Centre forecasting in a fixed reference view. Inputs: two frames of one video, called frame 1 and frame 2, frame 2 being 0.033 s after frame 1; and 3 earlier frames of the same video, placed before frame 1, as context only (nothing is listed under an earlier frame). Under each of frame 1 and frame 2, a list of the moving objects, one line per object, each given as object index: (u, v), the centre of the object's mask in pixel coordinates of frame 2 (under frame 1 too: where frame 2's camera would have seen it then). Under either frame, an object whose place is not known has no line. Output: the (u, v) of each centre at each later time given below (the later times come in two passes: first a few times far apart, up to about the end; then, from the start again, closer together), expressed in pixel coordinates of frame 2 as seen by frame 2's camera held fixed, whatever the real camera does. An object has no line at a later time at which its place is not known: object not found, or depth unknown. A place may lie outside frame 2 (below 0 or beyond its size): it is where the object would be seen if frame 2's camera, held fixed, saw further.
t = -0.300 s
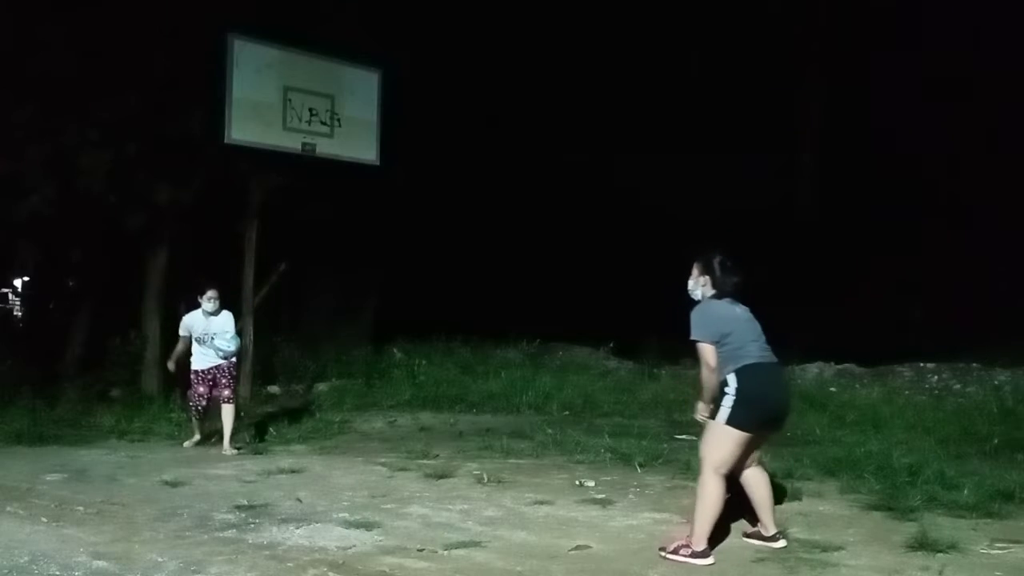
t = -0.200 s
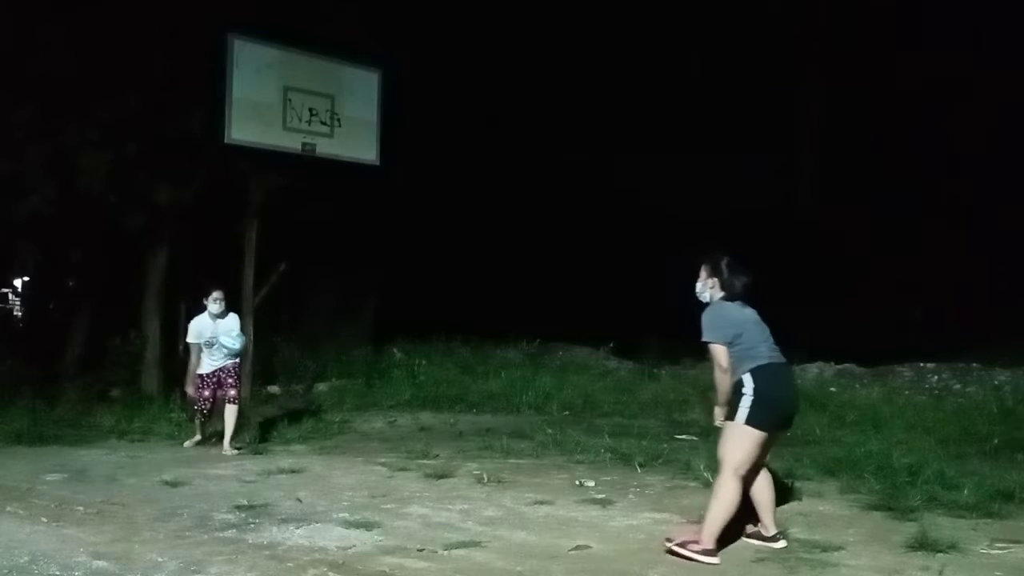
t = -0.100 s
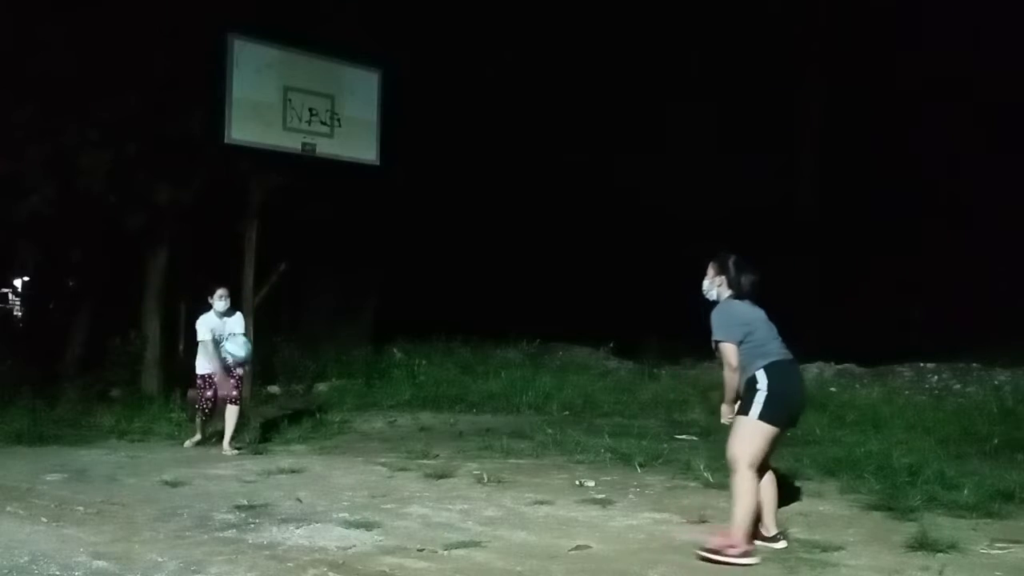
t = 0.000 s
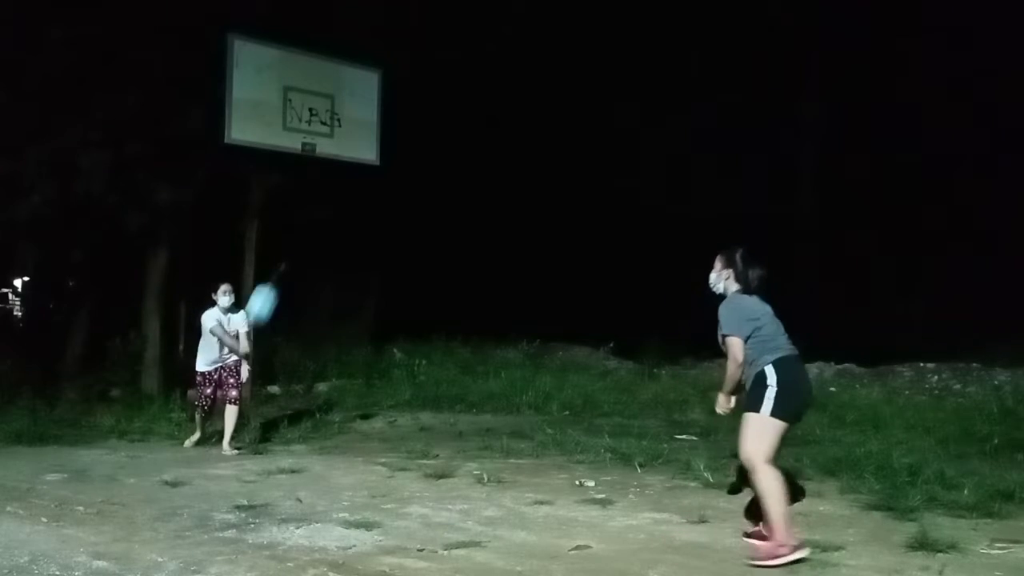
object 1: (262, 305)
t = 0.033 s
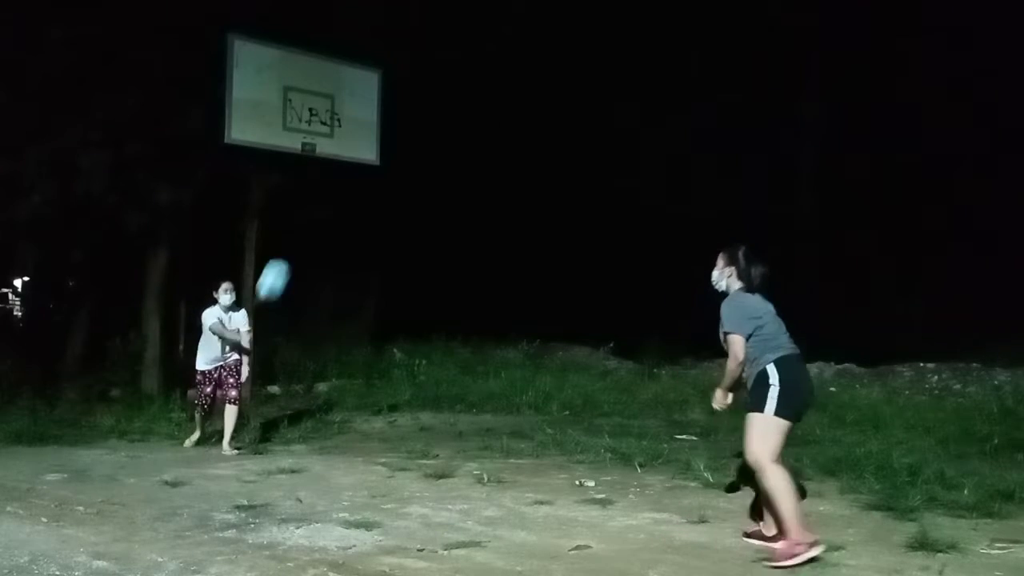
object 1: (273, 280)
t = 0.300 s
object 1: (370, 120)
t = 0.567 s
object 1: (475, 43)
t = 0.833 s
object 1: (593, 69)
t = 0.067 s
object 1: (285, 256)
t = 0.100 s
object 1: (297, 233)
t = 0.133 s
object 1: (309, 211)
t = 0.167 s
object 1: (321, 191)
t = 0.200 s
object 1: (333, 172)
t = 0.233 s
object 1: (345, 153)
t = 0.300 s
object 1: (370, 120)
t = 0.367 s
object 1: (396, 93)
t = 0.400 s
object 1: (408, 81)
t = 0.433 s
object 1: (420, 71)
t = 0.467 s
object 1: (434, 62)
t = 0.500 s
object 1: (447, 54)
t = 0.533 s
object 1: (461, 48)
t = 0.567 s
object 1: (475, 43)
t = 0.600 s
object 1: (488, 40)
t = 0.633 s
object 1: (503, 39)
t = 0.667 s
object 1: (517, 40)
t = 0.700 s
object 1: (532, 42)
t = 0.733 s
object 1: (547, 46)
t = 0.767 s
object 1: (562, 52)
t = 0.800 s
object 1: (578, 60)
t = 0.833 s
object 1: (593, 69)
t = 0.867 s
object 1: (609, 81)
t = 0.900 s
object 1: (626, 94)
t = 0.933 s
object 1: (643, 111)
